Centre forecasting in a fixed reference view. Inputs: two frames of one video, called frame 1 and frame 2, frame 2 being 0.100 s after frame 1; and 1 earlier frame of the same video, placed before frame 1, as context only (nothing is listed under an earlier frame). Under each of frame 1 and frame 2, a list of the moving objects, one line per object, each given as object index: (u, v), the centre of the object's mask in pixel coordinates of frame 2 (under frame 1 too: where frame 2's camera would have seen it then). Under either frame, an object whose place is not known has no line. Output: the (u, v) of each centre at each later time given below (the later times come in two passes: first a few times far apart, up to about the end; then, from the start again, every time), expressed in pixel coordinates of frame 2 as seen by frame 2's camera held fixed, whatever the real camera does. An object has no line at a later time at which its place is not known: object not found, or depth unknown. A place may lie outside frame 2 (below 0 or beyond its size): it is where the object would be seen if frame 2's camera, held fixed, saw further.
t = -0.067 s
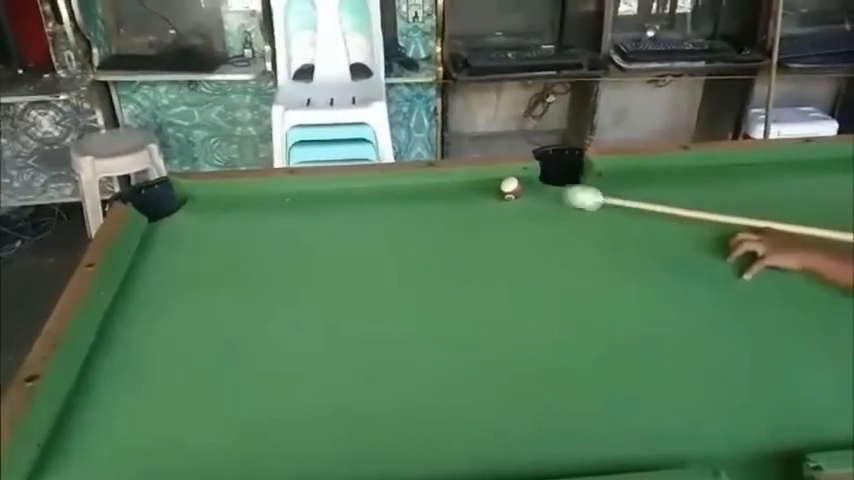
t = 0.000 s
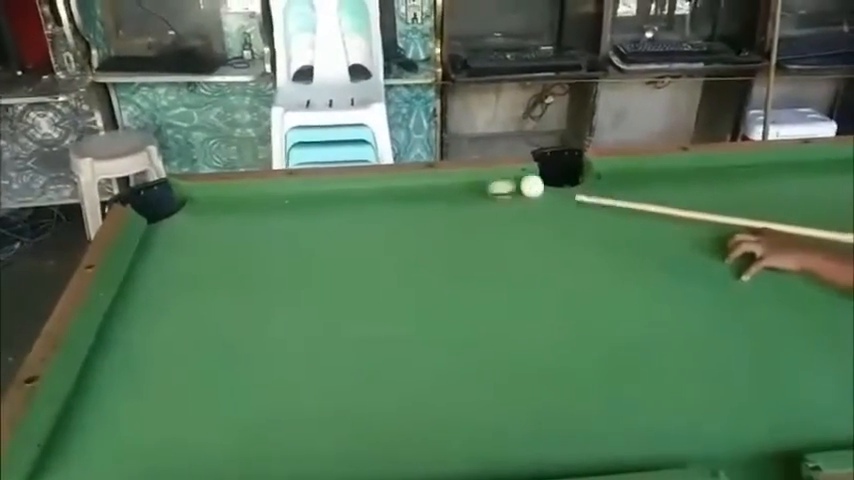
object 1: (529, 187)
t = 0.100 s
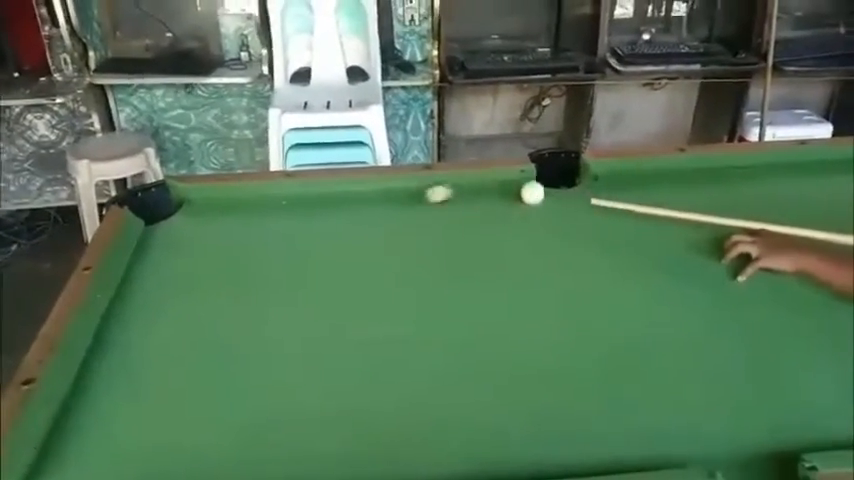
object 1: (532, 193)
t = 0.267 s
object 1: (541, 207)
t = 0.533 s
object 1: (555, 232)
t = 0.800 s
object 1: (567, 257)
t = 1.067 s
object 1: (580, 282)
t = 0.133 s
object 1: (534, 196)
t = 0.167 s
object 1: (536, 198)
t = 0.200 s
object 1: (537, 202)
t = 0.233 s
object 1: (539, 204)
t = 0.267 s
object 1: (541, 207)
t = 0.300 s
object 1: (543, 210)
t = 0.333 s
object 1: (544, 213)
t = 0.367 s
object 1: (546, 216)
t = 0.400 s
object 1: (548, 220)
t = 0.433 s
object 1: (550, 223)
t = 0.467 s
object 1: (552, 226)
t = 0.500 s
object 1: (553, 229)
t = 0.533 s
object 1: (555, 232)
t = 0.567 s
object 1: (556, 234)
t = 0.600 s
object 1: (558, 238)
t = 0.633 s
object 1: (560, 241)
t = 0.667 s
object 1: (562, 244)
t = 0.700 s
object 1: (563, 247)
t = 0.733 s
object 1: (565, 250)
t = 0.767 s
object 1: (566, 253)
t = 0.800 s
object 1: (567, 257)
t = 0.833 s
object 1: (569, 260)
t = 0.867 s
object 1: (571, 263)
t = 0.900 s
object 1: (573, 266)
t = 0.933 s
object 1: (574, 269)
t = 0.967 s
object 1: (576, 272)
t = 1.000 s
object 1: (577, 276)
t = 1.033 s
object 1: (579, 279)
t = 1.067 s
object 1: (580, 282)
